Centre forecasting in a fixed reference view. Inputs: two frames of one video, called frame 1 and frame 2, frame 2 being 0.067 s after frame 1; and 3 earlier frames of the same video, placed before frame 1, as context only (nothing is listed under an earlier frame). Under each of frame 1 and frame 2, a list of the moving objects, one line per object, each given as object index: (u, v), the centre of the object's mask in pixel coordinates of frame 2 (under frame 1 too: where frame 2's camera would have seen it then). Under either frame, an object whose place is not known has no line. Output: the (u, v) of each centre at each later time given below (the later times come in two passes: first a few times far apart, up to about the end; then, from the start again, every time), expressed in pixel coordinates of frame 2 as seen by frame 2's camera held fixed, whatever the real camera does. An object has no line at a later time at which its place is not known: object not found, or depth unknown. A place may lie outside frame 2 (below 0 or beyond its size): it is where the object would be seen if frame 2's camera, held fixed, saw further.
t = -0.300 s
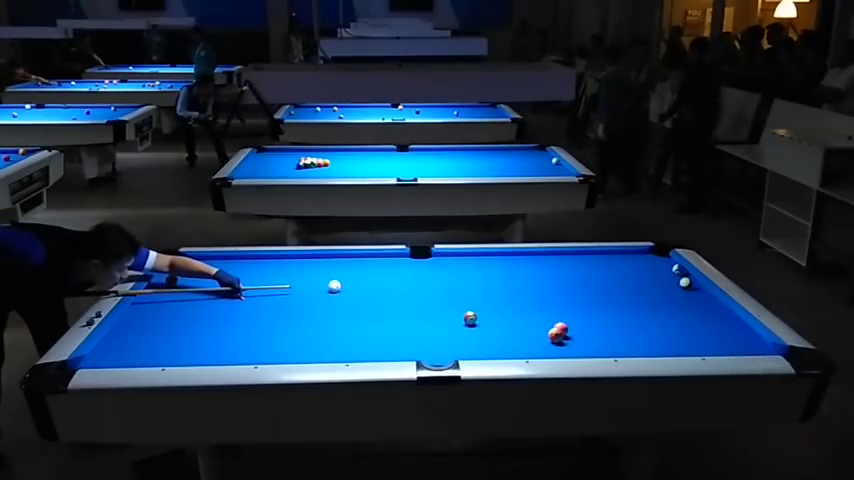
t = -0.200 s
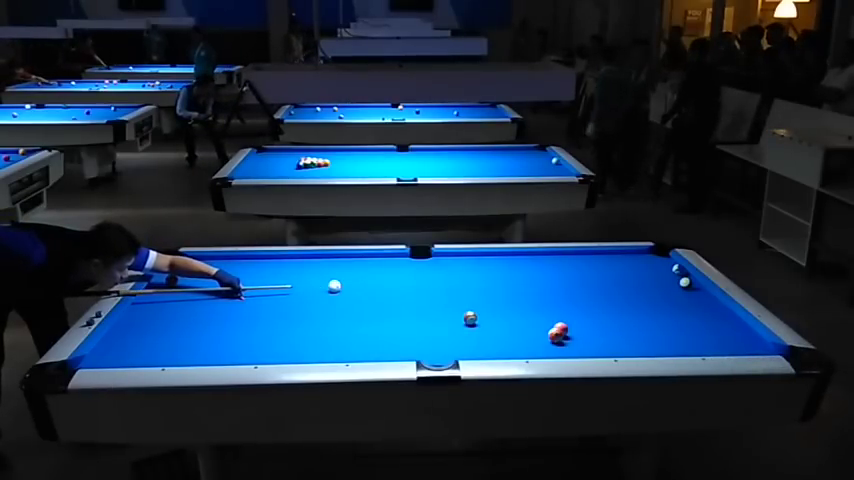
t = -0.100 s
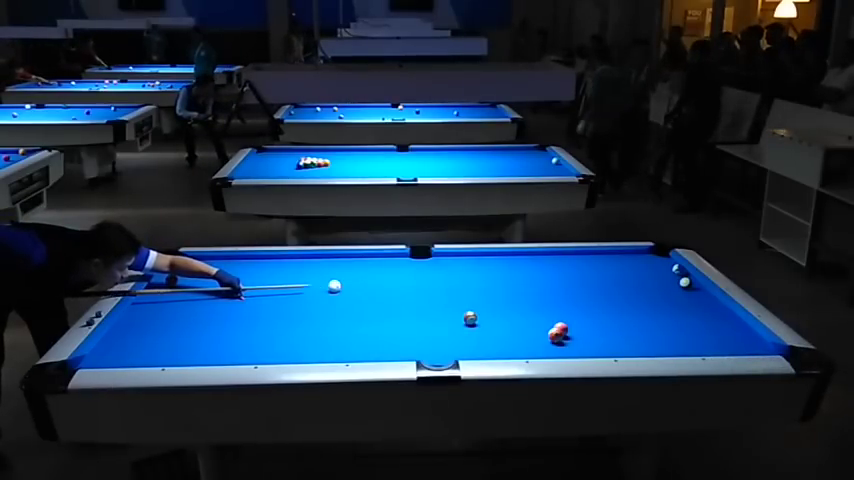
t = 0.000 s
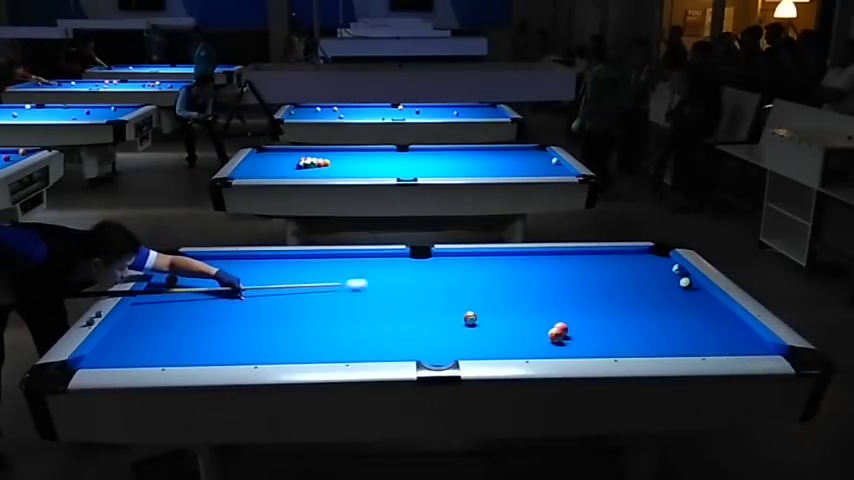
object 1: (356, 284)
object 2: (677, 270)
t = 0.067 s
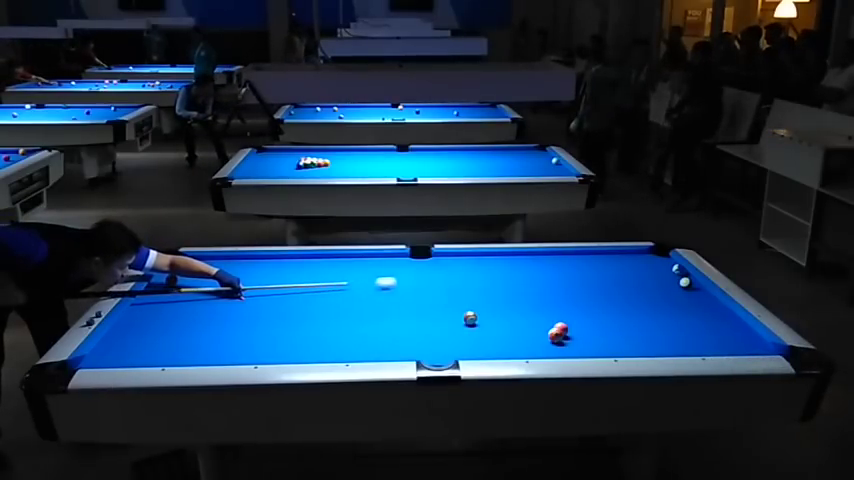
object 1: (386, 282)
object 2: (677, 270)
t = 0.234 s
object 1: (455, 278)
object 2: (677, 270)
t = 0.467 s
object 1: (547, 273)
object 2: (677, 270)
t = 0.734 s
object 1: (648, 267)
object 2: (678, 270)
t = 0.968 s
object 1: (640, 259)
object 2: (672, 275)
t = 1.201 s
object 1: (599, 252)
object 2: (662, 280)
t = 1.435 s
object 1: (571, 256)
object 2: (653, 286)
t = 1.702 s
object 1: (539, 261)
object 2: (643, 293)
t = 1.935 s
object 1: (512, 266)
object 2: (635, 299)
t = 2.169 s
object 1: (484, 271)
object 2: (625, 304)
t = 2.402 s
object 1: (455, 275)
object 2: (616, 310)
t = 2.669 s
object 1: (423, 281)
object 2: (605, 316)
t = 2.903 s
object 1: (395, 286)
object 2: (597, 322)
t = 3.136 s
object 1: (366, 291)
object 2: (588, 327)
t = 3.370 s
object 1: (337, 296)
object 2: (580, 332)
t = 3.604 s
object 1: (308, 301)
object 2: (572, 338)
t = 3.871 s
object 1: (275, 306)
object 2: (563, 343)
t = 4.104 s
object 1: (246, 311)
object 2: (555, 347)
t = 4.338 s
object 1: (217, 316)
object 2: (547, 349)
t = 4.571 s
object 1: (189, 321)
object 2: (540, 349)
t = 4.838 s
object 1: (156, 327)
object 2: (533, 349)
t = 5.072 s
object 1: (128, 331)
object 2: (529, 348)
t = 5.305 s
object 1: (117, 335)
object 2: (526, 347)
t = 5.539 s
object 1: (128, 338)
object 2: (523, 347)
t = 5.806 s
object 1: (141, 341)
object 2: (521, 346)
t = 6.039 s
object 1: (151, 344)
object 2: (521, 346)
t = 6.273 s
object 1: (161, 346)
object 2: (521, 346)
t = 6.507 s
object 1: (169, 349)
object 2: (521, 346)
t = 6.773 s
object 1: (179, 351)
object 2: (521, 346)
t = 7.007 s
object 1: (186, 352)
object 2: (521, 347)
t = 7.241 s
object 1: (193, 353)
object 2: (521, 347)
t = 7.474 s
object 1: (199, 354)
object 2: (521, 347)
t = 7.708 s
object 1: (204, 355)
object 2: (521, 347)
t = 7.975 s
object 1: (209, 356)
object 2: (521, 346)
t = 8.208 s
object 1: (212, 356)
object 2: (521, 346)
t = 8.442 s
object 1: (215, 357)
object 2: (521, 347)
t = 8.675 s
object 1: (216, 357)
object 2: (521, 347)
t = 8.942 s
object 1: (217, 357)
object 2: (521, 347)
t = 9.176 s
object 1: (217, 357)
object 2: (521, 347)
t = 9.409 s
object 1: (217, 357)
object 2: (521, 346)
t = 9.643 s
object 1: (217, 357)
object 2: (521, 346)
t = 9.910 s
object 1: (217, 357)
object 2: (521, 346)
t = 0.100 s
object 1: (400, 281)
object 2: (677, 270)
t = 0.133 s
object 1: (414, 280)
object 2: (677, 270)
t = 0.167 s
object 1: (427, 280)
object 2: (678, 270)
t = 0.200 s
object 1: (441, 279)
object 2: (677, 270)
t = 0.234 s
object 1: (455, 278)
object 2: (677, 270)
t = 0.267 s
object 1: (468, 277)
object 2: (677, 270)
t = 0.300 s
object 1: (482, 277)
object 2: (677, 270)
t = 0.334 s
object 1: (495, 276)
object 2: (677, 270)
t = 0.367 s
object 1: (508, 275)
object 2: (678, 270)
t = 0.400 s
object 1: (522, 274)
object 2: (678, 270)
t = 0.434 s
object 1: (534, 273)
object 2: (677, 270)
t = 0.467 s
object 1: (547, 273)
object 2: (677, 270)
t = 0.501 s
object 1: (560, 272)
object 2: (678, 270)
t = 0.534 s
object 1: (573, 271)
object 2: (677, 270)
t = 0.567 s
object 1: (586, 270)
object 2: (677, 270)
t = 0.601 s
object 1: (598, 270)
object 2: (677, 270)
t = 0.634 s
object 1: (611, 269)
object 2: (678, 270)
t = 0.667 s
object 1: (623, 268)
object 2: (677, 270)
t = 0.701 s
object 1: (636, 268)
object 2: (678, 270)
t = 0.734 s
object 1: (648, 267)
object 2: (678, 270)
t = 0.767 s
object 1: (661, 266)
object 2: (677, 270)
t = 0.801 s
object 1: (669, 265)
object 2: (678, 270)
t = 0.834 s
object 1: (668, 263)
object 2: (677, 271)
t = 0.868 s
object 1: (662, 262)
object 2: (674, 272)
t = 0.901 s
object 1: (654, 261)
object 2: (673, 274)
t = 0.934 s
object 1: (647, 260)
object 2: (672, 274)
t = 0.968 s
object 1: (640, 259)
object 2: (672, 275)
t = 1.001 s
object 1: (634, 258)
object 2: (671, 274)
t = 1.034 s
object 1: (628, 257)
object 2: (669, 276)
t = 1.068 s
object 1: (622, 256)
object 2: (668, 277)
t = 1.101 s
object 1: (616, 255)
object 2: (667, 279)
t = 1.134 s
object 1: (610, 254)
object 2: (667, 279)
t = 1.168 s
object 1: (605, 253)
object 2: (664, 279)
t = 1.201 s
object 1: (599, 252)
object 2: (662, 280)
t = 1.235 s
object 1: (595, 252)
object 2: (661, 281)
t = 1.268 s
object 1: (591, 253)
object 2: (659, 283)
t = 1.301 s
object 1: (587, 254)
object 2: (658, 283)
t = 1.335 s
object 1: (583, 254)
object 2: (658, 283)
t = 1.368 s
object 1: (579, 255)
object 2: (656, 284)
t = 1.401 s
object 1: (575, 256)
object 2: (655, 285)
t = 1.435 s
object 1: (571, 256)
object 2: (653, 286)
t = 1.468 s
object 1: (568, 257)
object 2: (653, 287)
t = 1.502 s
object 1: (564, 257)
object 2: (652, 288)
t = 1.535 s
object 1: (560, 258)
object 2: (650, 288)
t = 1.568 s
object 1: (556, 259)
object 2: (648, 289)
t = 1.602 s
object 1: (552, 259)
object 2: (647, 290)
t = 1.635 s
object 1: (548, 260)
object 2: (645, 291)
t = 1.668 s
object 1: (544, 261)
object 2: (644, 293)
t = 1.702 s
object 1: (539, 261)
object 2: (643, 293)
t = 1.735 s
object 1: (536, 262)
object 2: (642, 294)
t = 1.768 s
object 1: (532, 263)
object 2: (641, 294)
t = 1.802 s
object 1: (528, 263)
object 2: (639, 295)
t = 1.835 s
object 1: (524, 264)
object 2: (638, 296)
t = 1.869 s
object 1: (520, 265)
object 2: (637, 297)
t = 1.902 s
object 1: (516, 265)
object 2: (636, 298)
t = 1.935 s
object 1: (512, 266)
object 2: (635, 299)
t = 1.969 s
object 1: (508, 266)
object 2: (633, 300)
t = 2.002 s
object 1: (504, 267)
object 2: (631, 300)
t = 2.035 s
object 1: (500, 268)
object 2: (630, 301)
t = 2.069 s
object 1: (496, 269)
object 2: (628, 302)
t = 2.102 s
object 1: (492, 269)
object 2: (627, 303)
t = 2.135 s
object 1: (488, 270)
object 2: (626, 304)
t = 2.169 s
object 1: (484, 271)
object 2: (625, 304)
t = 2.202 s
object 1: (480, 271)
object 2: (624, 305)
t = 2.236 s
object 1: (476, 272)
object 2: (622, 306)
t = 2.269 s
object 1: (472, 273)
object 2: (621, 307)
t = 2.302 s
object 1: (468, 273)
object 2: (620, 308)
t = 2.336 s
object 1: (464, 274)
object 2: (619, 309)
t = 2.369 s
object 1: (460, 275)
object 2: (618, 310)
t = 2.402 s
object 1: (455, 275)
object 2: (616, 310)
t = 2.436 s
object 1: (451, 276)
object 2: (615, 311)
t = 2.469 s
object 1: (447, 277)
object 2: (613, 311)
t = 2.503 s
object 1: (443, 278)
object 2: (611, 312)
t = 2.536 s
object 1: (439, 278)
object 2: (610, 313)
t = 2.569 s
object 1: (435, 279)
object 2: (609, 314)
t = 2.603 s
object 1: (431, 280)
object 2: (608, 315)
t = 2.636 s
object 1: (427, 280)
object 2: (607, 316)
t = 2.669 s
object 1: (423, 281)
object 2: (605, 316)
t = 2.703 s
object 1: (419, 282)
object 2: (604, 317)
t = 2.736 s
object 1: (415, 282)
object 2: (603, 318)
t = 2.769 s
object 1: (411, 283)
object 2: (602, 319)
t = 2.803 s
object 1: (407, 284)
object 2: (600, 320)
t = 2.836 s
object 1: (403, 284)
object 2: (599, 321)
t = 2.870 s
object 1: (399, 285)
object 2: (598, 321)
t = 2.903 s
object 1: (395, 286)
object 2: (597, 322)
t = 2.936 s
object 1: (391, 287)
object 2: (596, 322)
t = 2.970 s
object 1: (387, 287)
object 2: (594, 323)
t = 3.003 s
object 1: (382, 288)
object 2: (593, 324)
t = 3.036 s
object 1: (378, 288)
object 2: (592, 325)
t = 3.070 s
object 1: (374, 289)
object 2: (590, 326)
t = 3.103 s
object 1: (370, 290)
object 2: (589, 326)
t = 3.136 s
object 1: (366, 291)
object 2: (588, 327)
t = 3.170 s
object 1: (362, 291)
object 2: (587, 328)
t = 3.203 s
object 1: (358, 292)
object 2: (586, 329)
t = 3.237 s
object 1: (354, 293)
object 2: (584, 330)
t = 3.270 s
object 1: (349, 293)
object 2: (583, 330)
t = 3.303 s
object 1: (345, 294)
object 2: (582, 331)
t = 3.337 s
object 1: (341, 295)
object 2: (581, 332)
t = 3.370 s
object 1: (337, 296)
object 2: (580, 332)
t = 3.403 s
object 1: (333, 296)
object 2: (578, 334)
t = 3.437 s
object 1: (329, 297)
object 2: (577, 334)
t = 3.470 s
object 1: (325, 298)
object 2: (576, 335)
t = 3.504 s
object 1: (321, 298)
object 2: (576, 336)
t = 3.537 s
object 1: (317, 299)
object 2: (574, 336)
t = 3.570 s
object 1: (312, 300)
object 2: (573, 337)
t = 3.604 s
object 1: (308, 301)
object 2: (572, 338)
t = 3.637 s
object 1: (304, 301)
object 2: (570, 338)
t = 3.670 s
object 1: (300, 302)
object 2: (569, 339)
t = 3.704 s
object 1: (296, 302)
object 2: (568, 340)
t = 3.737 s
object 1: (292, 303)
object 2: (567, 341)
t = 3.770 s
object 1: (288, 304)
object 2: (566, 342)
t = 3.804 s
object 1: (284, 305)
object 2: (565, 343)
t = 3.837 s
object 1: (279, 305)
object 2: (564, 343)
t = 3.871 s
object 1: (275, 306)
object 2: (563, 343)
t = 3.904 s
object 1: (271, 307)
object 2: (562, 344)
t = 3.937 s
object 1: (267, 308)
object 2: (561, 345)
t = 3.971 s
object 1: (263, 308)
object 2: (560, 345)
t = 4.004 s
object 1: (259, 309)
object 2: (559, 345)
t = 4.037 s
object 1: (254, 310)
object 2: (557, 346)
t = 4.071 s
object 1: (251, 310)
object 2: (556, 346)
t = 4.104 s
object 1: (246, 311)
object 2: (555, 347)
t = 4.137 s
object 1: (242, 312)
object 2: (554, 347)
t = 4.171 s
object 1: (238, 312)
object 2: (553, 348)
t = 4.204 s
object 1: (234, 313)
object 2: (553, 348)
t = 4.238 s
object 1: (230, 314)
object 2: (551, 348)
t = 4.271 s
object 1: (226, 315)
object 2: (550, 349)
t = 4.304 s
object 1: (222, 315)
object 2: (549, 349)
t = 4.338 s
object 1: (217, 316)
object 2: (547, 349)
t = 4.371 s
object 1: (213, 317)
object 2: (546, 349)
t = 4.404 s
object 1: (209, 317)
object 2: (545, 349)
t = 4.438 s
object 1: (205, 318)
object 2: (543, 349)
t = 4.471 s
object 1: (201, 319)
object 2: (543, 349)
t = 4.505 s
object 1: (197, 319)
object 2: (542, 349)
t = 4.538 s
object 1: (192, 320)
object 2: (541, 349)
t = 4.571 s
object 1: (189, 321)
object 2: (540, 349)
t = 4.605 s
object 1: (185, 322)
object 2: (539, 349)
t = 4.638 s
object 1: (180, 323)
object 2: (538, 349)
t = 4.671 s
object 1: (176, 323)
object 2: (537, 349)
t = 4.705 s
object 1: (172, 324)
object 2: (536, 349)
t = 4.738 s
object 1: (168, 325)
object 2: (536, 349)
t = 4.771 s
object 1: (164, 325)
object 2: (535, 349)
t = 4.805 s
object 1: (160, 326)
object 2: (534, 349)
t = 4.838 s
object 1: (156, 327)
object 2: (533, 349)
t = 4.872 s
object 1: (152, 328)
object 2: (533, 349)
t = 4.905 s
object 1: (148, 328)
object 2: (532, 348)
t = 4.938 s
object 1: (144, 329)
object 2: (531, 348)
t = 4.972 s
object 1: (140, 329)
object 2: (531, 348)
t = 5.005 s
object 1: (136, 330)
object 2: (530, 348)
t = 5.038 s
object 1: (132, 331)
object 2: (529, 348)
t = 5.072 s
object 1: (128, 331)
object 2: (529, 348)
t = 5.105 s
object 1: (124, 332)
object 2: (528, 347)
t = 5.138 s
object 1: (120, 333)
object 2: (528, 347)
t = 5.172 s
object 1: (117, 334)
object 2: (527, 347)
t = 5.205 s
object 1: (113, 335)
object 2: (527, 347)
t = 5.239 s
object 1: (113, 335)
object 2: (527, 347)
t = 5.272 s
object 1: (115, 335)
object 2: (526, 347)
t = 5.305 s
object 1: (117, 335)
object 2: (526, 347)
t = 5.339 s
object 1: (118, 336)
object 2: (525, 347)
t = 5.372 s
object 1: (119, 336)
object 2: (525, 347)
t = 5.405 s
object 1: (122, 336)
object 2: (524, 347)
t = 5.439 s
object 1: (124, 337)
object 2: (524, 347)
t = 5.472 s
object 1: (125, 337)
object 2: (524, 347)
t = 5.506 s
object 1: (126, 338)
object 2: (523, 347)
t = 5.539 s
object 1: (128, 338)
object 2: (523, 347)
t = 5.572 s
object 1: (130, 338)
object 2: (523, 347)
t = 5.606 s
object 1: (131, 339)
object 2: (523, 347)
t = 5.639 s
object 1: (133, 339)
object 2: (523, 347)
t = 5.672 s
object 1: (135, 340)
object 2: (522, 347)
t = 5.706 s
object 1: (136, 340)
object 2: (522, 347)
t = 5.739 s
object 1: (138, 341)
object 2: (521, 347)
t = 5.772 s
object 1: (140, 341)
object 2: (521, 347)
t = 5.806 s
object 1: (141, 341)
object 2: (521, 346)
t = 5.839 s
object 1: (142, 342)
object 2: (521, 347)
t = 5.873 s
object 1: (144, 342)
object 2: (521, 346)
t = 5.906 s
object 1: (145, 342)
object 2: (521, 346)
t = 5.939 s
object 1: (147, 342)
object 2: (521, 346)
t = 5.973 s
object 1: (149, 343)
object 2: (521, 347)
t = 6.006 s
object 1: (150, 343)
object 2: (521, 346)
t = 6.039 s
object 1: (151, 344)
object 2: (521, 346)
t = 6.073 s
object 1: (153, 344)
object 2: (521, 346)
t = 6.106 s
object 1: (154, 344)
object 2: (521, 347)
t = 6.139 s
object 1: (156, 345)
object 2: (521, 346)
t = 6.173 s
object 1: (157, 345)
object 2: (521, 346)
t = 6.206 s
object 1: (158, 345)
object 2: (521, 346)
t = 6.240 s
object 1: (159, 345)
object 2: (521, 346)
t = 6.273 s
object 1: (161, 346)
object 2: (521, 346)
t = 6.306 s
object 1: (162, 346)
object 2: (521, 346)
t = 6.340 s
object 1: (164, 347)
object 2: (521, 346)
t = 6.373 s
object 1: (165, 347)
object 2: (521, 346)
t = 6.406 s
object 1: (166, 347)
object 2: (521, 346)
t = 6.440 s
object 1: (167, 348)
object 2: (521, 346)
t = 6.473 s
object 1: (168, 348)
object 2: (521, 346)
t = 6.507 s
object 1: (169, 349)
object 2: (521, 346)
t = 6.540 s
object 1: (171, 349)
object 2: (521, 346)
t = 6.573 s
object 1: (172, 349)
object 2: (521, 346)
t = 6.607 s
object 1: (173, 349)
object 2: (521, 346)
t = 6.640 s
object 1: (174, 349)
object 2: (521, 346)
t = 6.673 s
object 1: (176, 350)
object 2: (520, 347)
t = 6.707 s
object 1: (177, 350)
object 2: (521, 347)
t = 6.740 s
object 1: (178, 350)
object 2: (521, 347)
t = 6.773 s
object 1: (179, 351)
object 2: (521, 346)
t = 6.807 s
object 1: (180, 351)
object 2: (520, 347)
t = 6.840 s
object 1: (181, 351)
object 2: (521, 347)
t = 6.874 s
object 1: (183, 351)
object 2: (521, 346)
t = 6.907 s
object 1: (183, 352)
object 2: (521, 347)
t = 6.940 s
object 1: (184, 352)
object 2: (521, 347)
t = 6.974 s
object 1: (185, 352)
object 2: (521, 347)
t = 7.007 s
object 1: (186, 352)
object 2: (521, 347)
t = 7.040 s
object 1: (187, 352)
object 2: (521, 347)
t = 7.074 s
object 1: (189, 353)
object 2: (521, 347)
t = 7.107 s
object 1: (190, 353)
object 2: (521, 347)
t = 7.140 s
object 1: (191, 353)
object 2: (521, 347)
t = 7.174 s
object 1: (191, 353)
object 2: (521, 347)
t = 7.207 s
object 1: (192, 353)
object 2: (520, 347)
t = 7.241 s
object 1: (193, 353)
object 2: (521, 347)
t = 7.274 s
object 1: (194, 353)
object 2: (521, 347)
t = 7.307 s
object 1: (195, 353)
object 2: (521, 347)
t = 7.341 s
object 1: (196, 354)
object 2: (521, 347)
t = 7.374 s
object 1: (197, 354)
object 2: (521, 347)
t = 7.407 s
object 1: (198, 354)
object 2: (521, 347)
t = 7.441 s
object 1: (199, 354)
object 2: (521, 347)
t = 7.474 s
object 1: (199, 354)
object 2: (521, 347)
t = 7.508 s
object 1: (200, 354)
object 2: (521, 347)
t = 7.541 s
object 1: (201, 354)
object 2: (521, 347)
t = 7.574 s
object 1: (201, 354)
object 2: (521, 346)
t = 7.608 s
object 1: (202, 355)
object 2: (521, 346)
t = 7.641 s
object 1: (203, 355)
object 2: (521, 347)
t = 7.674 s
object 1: (204, 355)
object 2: (521, 347)
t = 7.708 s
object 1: (204, 355)
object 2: (521, 347)
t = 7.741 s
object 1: (205, 355)
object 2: (521, 347)
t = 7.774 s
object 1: (205, 355)
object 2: (521, 347)
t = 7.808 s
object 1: (206, 355)
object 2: (521, 346)
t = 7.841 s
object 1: (207, 355)
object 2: (521, 347)
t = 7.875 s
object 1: (207, 355)
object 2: (521, 347)
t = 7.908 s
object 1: (208, 355)
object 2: (521, 346)
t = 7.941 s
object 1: (208, 356)
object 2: (521, 347)
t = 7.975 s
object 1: (209, 356)
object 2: (521, 346)
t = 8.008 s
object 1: (209, 356)
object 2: (521, 347)
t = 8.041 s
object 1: (210, 356)
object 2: (521, 346)
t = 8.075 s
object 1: (210, 356)
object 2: (521, 346)
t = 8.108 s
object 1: (211, 356)
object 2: (521, 347)
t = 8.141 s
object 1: (211, 356)
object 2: (521, 346)
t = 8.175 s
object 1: (212, 356)
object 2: (521, 347)
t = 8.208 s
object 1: (212, 356)
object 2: (521, 346)
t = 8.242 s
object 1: (213, 356)
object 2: (521, 347)
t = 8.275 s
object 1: (213, 356)
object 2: (521, 347)
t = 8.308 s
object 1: (213, 356)
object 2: (521, 346)
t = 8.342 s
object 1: (214, 356)
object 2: (521, 347)
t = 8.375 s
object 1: (214, 356)
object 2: (521, 346)
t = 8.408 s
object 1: (214, 357)
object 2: (521, 346)
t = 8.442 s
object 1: (215, 357)
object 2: (521, 347)
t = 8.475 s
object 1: (215, 357)
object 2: (521, 346)
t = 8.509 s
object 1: (215, 357)
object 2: (521, 346)
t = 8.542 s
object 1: (216, 357)
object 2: (521, 346)
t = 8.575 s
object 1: (216, 357)
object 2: (521, 347)
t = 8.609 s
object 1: (216, 357)
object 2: (521, 347)
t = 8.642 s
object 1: (216, 357)
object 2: (521, 346)
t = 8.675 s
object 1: (216, 357)
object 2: (521, 347)
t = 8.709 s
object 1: (216, 357)
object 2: (521, 347)
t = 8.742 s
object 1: (217, 357)
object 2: (521, 346)
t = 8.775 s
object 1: (217, 357)
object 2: (521, 347)
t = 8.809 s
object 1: (217, 357)
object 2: (521, 347)
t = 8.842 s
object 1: (217, 357)
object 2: (521, 346)
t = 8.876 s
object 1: (217, 357)
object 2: (521, 347)
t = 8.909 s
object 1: (217, 357)
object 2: (521, 346)
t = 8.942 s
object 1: (217, 357)
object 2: (521, 347)
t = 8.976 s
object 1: (217, 357)
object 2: (521, 346)
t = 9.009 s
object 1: (217, 357)
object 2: (521, 346)
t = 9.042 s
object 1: (217, 357)
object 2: (521, 347)
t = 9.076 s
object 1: (217, 357)
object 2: (521, 346)
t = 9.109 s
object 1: (217, 357)
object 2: (521, 347)
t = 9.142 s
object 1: (217, 357)
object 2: (521, 346)
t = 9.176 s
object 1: (217, 357)
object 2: (521, 347)
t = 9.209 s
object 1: (217, 357)
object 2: (521, 347)
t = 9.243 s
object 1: (217, 357)
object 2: (521, 346)
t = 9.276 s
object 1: (217, 357)
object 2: (521, 347)
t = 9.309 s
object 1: (217, 357)
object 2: (521, 346)
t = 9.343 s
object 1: (217, 357)
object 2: (520, 347)
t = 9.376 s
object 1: (217, 357)
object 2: (521, 346)
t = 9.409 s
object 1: (217, 357)
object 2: (521, 346)
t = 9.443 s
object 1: (217, 357)
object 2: (521, 346)
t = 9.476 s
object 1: (217, 357)
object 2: (521, 347)
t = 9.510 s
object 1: (217, 357)
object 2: (520, 347)
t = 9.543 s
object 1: (217, 357)
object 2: (521, 346)
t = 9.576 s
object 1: (217, 357)
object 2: (521, 347)
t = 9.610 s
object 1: (217, 357)
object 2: (520, 347)
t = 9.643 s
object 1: (217, 357)
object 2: (521, 346)
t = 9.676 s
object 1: (217, 357)
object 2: (521, 346)
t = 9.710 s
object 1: (217, 357)
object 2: (521, 346)
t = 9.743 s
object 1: (217, 357)
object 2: (521, 346)
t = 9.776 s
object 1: (217, 357)
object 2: (521, 346)
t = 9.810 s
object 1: (217, 357)
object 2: (521, 347)
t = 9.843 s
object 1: (217, 357)
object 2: (521, 347)
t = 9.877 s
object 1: (217, 357)
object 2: (521, 346)
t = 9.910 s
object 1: (217, 357)
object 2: (521, 346)
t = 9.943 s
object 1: (217, 357)
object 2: (521, 347)
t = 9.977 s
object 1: (217, 357)
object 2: (521, 347)
